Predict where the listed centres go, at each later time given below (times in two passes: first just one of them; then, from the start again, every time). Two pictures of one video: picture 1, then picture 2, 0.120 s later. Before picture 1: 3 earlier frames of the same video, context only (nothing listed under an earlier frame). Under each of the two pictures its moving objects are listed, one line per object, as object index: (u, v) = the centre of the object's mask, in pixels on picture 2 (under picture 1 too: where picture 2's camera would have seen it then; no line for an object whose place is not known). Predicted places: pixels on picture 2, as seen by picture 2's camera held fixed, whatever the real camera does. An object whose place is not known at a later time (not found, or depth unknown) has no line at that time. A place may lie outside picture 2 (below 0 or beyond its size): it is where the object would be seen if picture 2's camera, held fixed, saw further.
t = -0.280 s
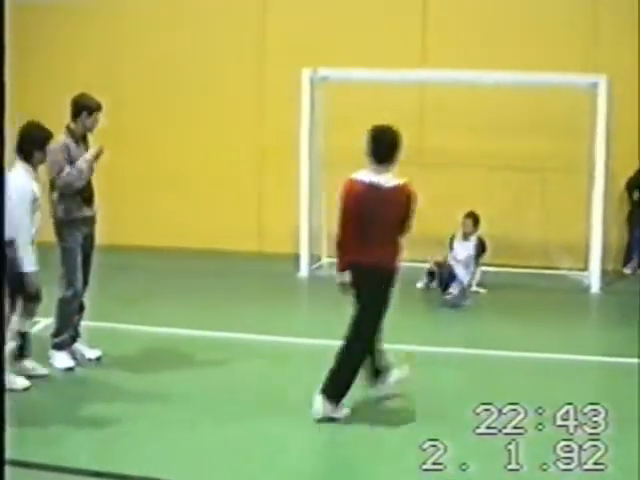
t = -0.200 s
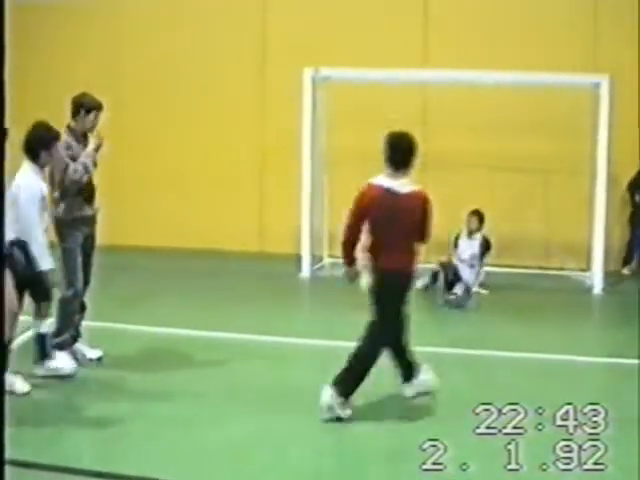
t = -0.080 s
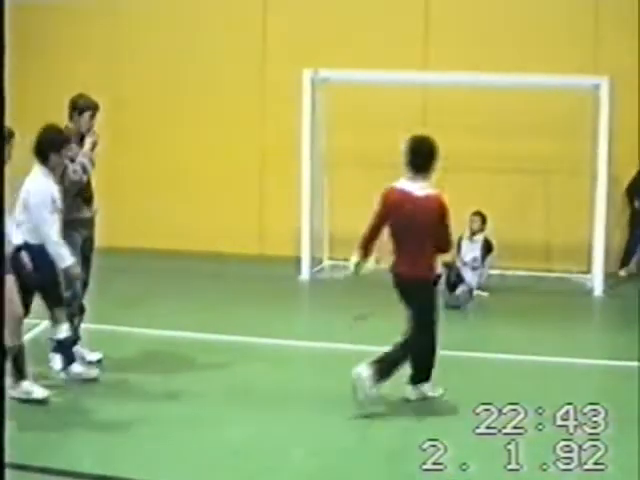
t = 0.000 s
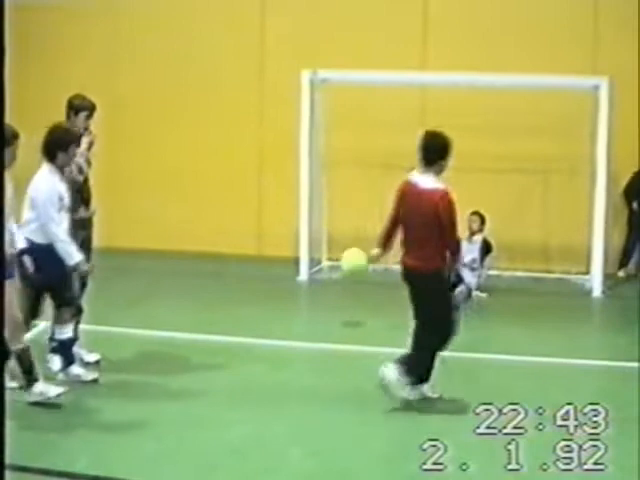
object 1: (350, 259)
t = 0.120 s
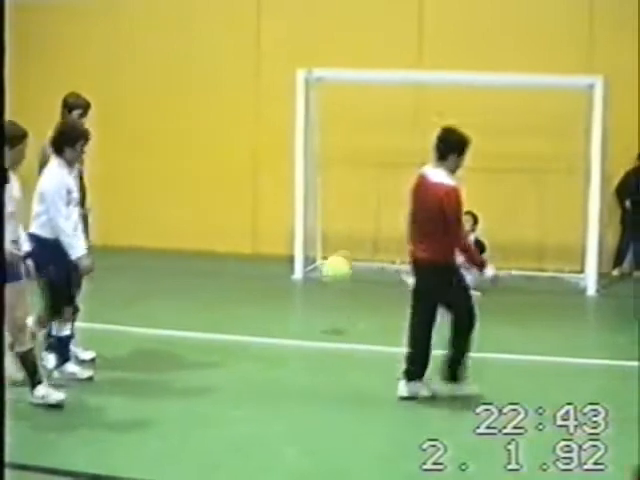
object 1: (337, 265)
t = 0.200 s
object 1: (327, 285)
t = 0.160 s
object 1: (332, 275)
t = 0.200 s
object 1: (327, 285)
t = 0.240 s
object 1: (322, 298)
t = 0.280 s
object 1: (317, 311)
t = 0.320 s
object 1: (312, 328)
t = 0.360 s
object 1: (307, 342)
